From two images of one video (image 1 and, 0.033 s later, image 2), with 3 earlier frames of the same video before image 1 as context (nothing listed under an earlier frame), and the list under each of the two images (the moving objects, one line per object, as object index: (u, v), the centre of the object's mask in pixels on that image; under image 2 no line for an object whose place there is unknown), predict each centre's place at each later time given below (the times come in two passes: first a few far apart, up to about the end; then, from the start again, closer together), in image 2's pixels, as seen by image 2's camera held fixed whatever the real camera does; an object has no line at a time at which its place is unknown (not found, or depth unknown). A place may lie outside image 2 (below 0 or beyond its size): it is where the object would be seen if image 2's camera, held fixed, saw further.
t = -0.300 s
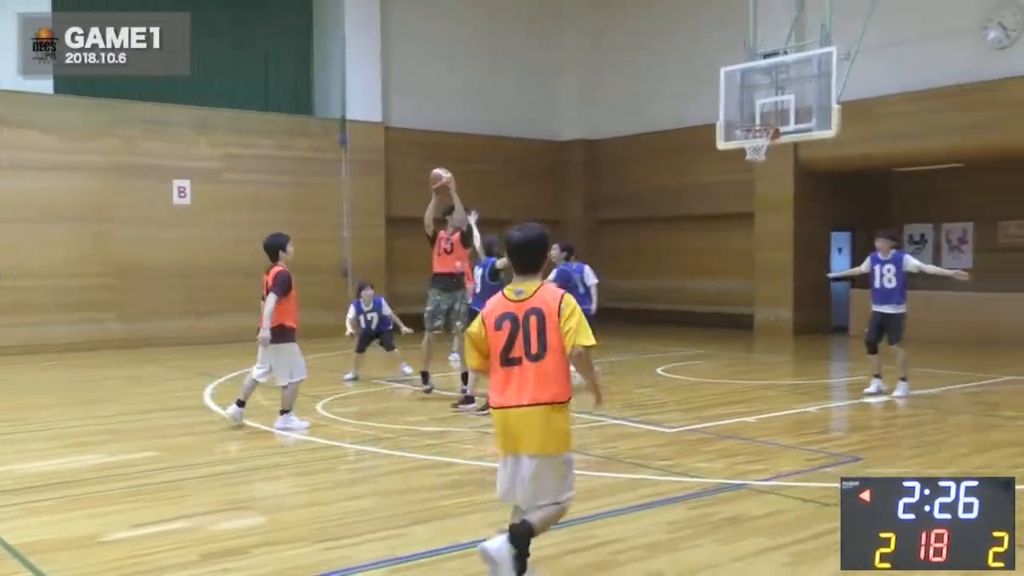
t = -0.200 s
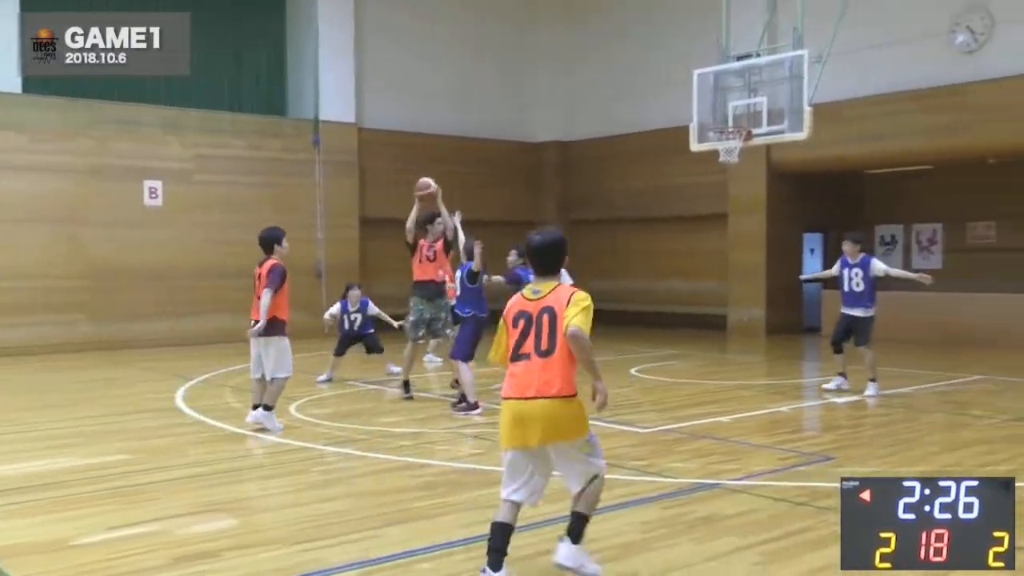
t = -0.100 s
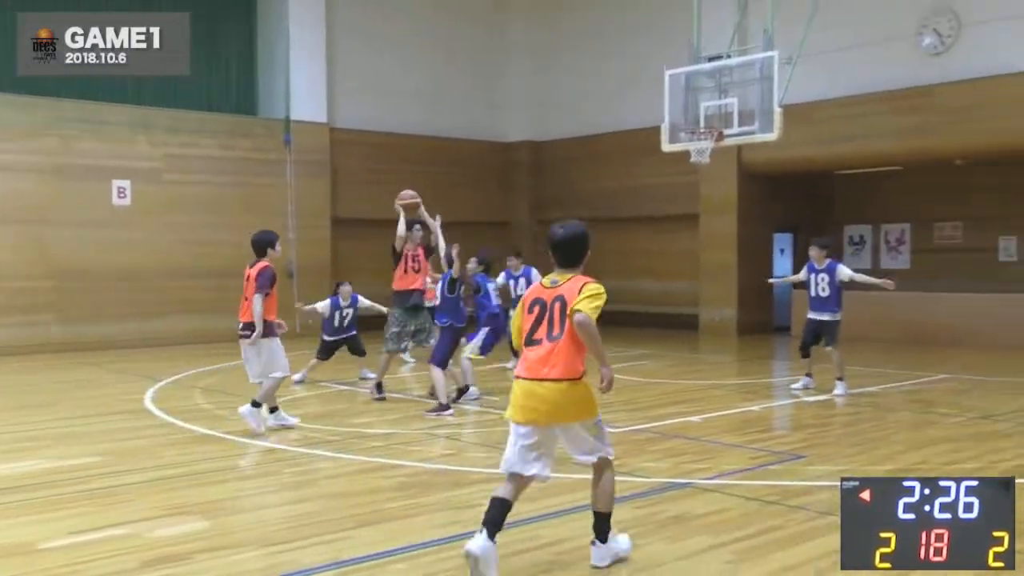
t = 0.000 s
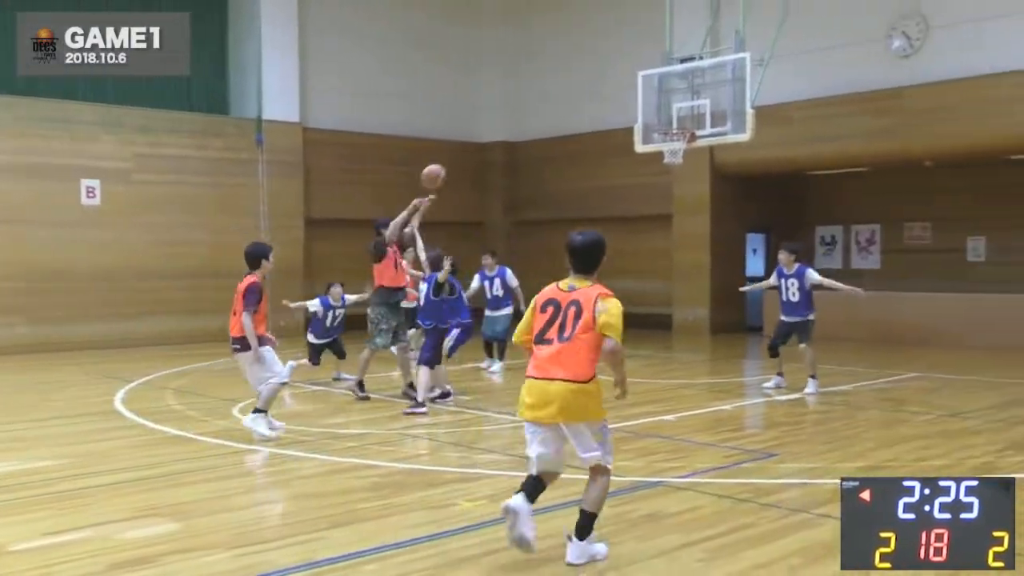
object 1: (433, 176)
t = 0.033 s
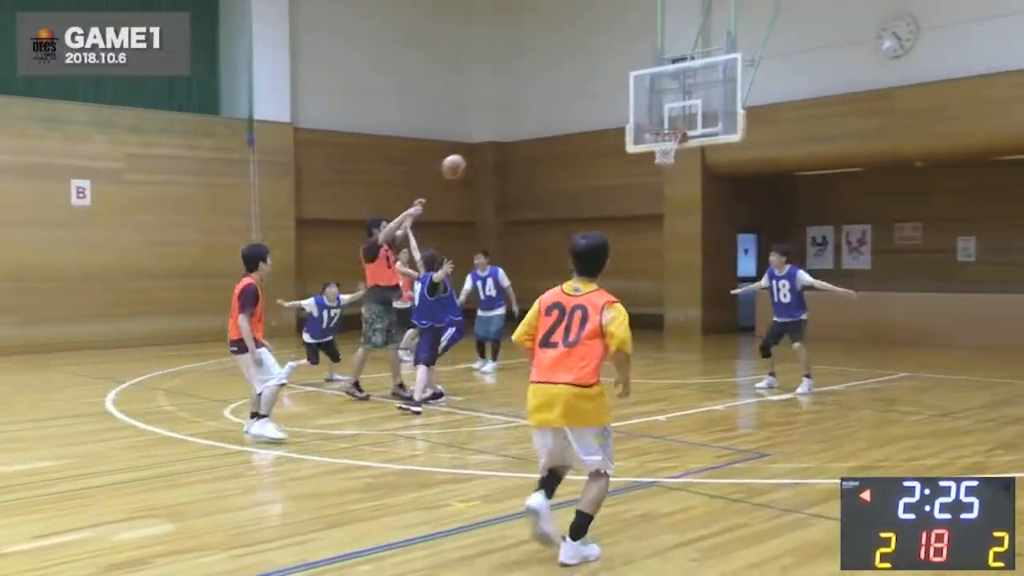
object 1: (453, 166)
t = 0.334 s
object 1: (730, 125)
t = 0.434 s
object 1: (836, 130)
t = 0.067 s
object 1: (481, 158)
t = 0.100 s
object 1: (510, 150)
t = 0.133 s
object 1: (538, 142)
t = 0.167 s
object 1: (570, 138)
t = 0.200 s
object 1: (600, 133)
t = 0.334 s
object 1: (730, 125)
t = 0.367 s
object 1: (765, 123)
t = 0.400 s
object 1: (799, 127)
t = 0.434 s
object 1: (836, 130)
